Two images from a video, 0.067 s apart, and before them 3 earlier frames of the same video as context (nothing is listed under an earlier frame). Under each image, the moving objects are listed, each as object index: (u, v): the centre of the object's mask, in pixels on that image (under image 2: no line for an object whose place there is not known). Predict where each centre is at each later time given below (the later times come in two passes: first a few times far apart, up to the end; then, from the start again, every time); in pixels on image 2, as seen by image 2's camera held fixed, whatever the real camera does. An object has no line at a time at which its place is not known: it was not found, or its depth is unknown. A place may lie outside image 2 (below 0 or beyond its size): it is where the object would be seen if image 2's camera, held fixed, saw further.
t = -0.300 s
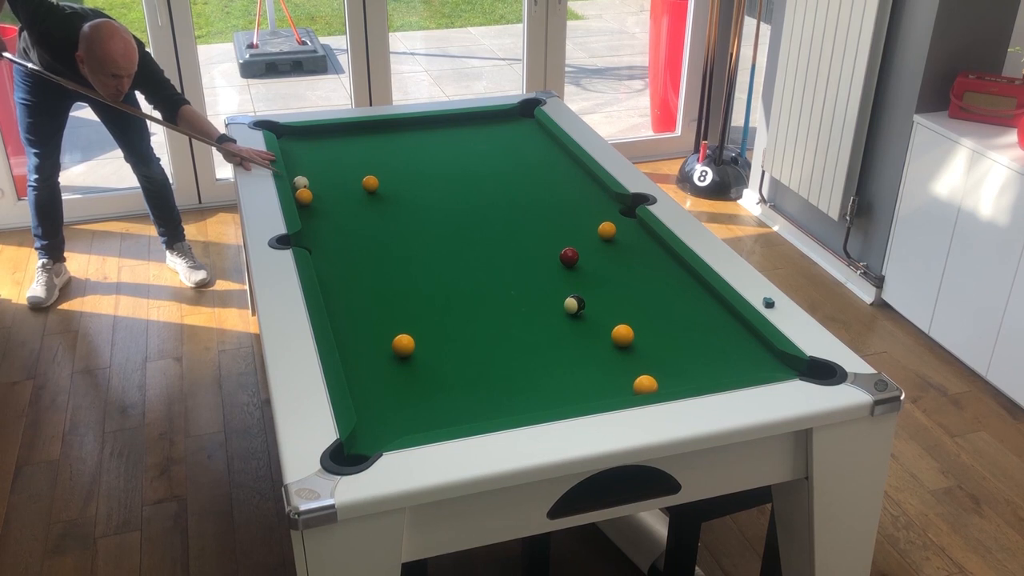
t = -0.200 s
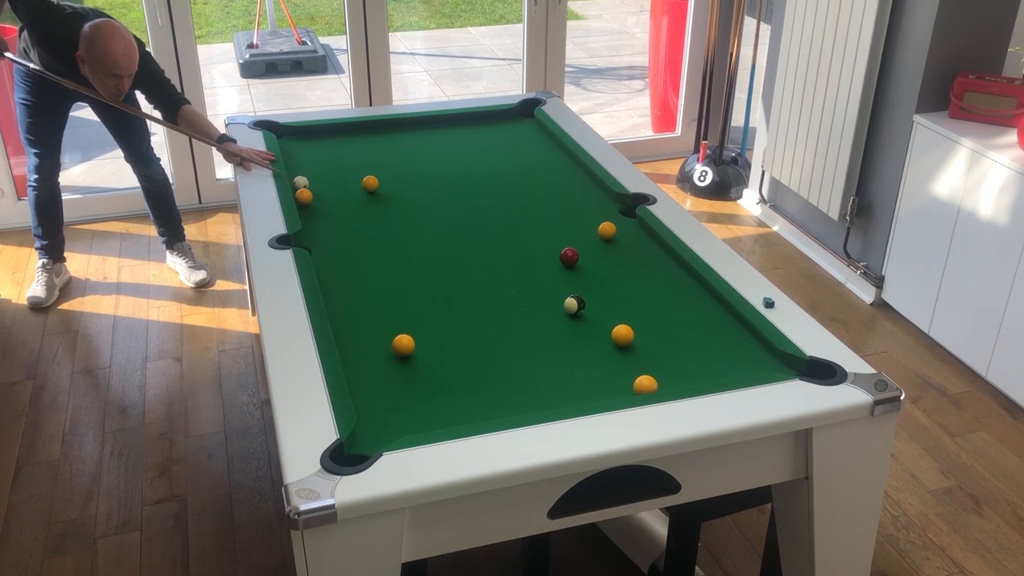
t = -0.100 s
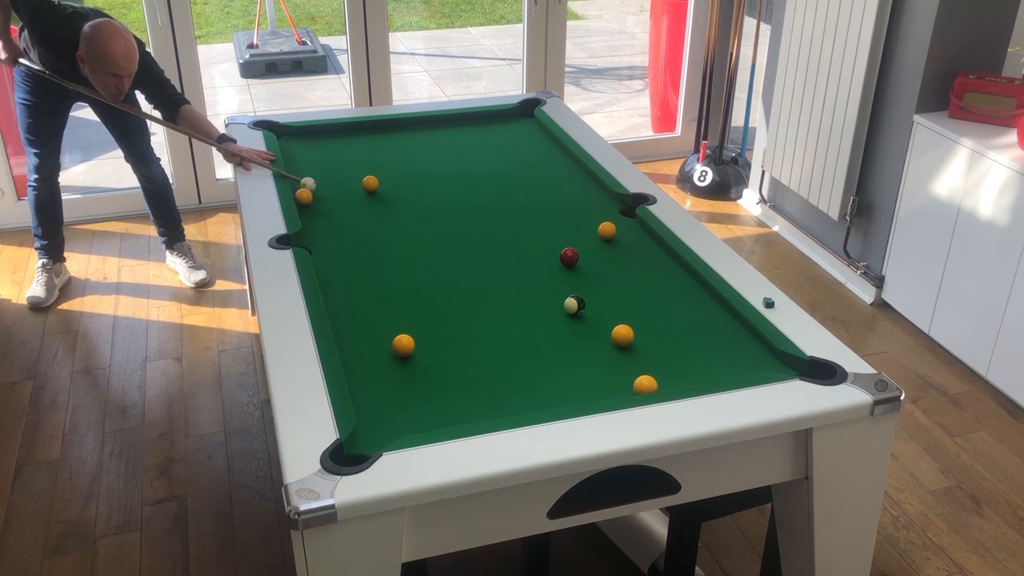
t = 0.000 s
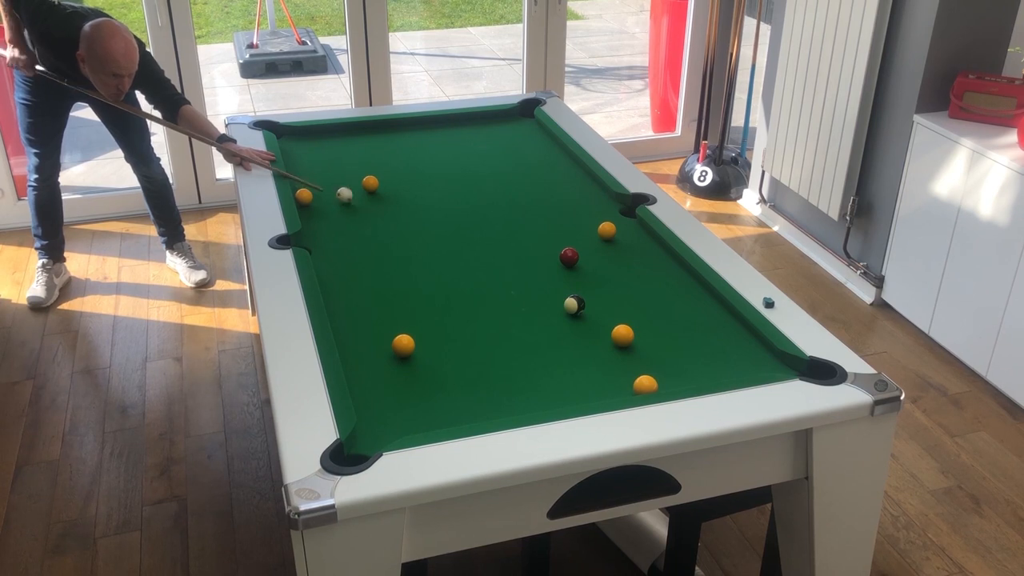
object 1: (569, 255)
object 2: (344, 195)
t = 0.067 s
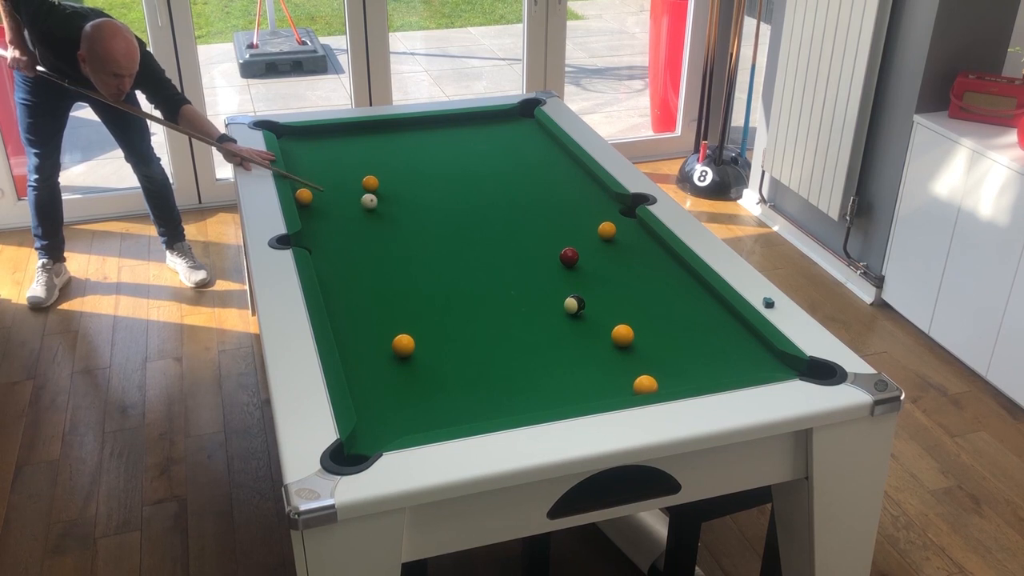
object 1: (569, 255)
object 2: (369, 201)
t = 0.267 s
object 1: (569, 255)
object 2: (445, 222)
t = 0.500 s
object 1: (569, 256)
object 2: (541, 246)
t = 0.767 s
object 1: (618, 283)
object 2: (596, 244)
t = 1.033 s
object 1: (671, 311)
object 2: (644, 239)
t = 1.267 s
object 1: (721, 337)
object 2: (630, 241)
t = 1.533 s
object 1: (782, 366)
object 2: (604, 245)
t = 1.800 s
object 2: (580, 249)
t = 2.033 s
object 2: (561, 253)
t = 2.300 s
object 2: (541, 256)
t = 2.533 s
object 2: (524, 258)
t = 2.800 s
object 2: (507, 260)
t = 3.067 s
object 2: (492, 262)
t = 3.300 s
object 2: (481, 263)
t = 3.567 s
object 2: (470, 264)
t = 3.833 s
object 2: (461, 266)
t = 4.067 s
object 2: (456, 267)
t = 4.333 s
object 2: (451, 267)
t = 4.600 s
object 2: (448, 267)
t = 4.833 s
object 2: (447, 268)
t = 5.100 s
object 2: (447, 268)
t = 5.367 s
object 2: (447, 268)
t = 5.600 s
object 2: (447, 268)
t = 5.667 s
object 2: (447, 268)
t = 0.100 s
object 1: (569, 255)
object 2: (381, 205)
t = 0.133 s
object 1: (569, 255)
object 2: (394, 208)
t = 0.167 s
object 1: (569, 255)
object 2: (406, 211)
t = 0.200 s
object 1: (569, 255)
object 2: (419, 214)
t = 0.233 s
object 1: (569, 255)
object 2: (433, 218)
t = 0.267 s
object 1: (569, 255)
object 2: (445, 222)
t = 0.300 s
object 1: (569, 255)
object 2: (459, 225)
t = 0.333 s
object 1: (569, 255)
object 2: (472, 229)
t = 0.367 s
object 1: (569, 255)
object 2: (486, 232)
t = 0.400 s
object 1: (569, 255)
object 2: (499, 236)
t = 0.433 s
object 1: (569, 255)
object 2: (513, 239)
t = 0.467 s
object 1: (569, 255)
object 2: (527, 243)
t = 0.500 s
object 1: (569, 256)
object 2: (541, 246)
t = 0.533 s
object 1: (569, 255)
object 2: (555, 250)
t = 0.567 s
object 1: (577, 260)
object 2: (561, 249)
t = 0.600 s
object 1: (585, 264)
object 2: (566, 247)
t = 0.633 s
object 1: (592, 268)
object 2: (572, 246)
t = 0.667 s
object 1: (599, 272)
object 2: (578, 246)
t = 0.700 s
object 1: (605, 276)
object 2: (584, 245)
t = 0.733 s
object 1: (611, 279)
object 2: (590, 244)
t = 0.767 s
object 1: (618, 283)
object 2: (596, 244)
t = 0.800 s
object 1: (624, 286)
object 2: (602, 243)
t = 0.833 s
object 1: (631, 289)
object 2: (608, 243)
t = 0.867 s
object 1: (637, 293)
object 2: (614, 242)
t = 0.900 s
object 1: (644, 296)
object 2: (620, 241)
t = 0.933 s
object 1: (651, 300)
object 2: (626, 241)
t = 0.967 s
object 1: (657, 304)
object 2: (632, 240)
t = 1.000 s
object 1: (664, 307)
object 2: (638, 240)
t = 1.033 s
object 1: (671, 311)
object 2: (644, 239)
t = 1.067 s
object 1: (678, 315)
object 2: (649, 239)
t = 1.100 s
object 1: (685, 318)
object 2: (647, 239)
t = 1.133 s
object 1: (692, 322)
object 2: (643, 239)
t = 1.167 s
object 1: (699, 326)
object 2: (640, 240)
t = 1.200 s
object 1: (707, 330)
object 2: (637, 240)
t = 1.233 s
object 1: (714, 333)
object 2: (633, 241)
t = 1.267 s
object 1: (721, 337)
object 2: (630, 241)
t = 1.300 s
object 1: (728, 341)
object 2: (627, 242)
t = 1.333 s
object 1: (736, 345)
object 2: (623, 243)
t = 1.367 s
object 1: (743, 349)
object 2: (620, 243)
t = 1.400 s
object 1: (751, 353)
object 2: (617, 244)
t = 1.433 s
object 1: (758, 357)
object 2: (614, 244)
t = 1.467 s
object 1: (766, 361)
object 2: (610, 245)
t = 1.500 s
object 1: (774, 364)
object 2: (607, 245)
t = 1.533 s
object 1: (782, 366)
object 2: (604, 245)
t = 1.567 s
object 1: (789, 367)
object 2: (601, 246)
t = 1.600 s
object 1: (796, 368)
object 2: (598, 247)
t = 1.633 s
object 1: (803, 371)
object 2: (595, 247)
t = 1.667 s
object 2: (592, 248)
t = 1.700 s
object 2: (589, 248)
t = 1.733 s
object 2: (586, 248)
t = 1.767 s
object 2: (583, 249)
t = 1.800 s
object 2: (580, 249)
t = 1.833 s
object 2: (577, 250)
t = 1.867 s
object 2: (575, 250)
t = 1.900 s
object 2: (572, 251)
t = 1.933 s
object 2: (569, 251)
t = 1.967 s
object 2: (566, 252)
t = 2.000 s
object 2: (564, 252)
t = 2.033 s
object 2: (561, 253)
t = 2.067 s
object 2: (558, 253)
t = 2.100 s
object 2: (556, 253)
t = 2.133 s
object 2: (553, 254)
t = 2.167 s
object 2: (550, 254)
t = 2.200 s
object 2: (548, 254)
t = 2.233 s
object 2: (545, 255)
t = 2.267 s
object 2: (543, 255)
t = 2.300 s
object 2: (541, 256)
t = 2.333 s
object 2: (538, 256)
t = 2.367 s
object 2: (536, 256)
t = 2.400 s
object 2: (534, 256)
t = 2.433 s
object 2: (531, 257)
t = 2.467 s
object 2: (529, 257)
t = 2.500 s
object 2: (527, 257)
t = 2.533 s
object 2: (524, 258)
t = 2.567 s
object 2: (522, 258)
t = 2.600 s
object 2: (520, 258)
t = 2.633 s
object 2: (518, 259)
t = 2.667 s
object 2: (516, 259)
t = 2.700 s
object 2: (513, 259)
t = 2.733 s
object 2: (512, 260)
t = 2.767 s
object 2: (509, 260)
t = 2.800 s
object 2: (507, 260)
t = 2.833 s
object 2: (505, 260)
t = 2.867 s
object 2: (503, 260)
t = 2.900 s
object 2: (501, 261)
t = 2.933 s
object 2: (500, 261)
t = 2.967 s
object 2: (498, 261)
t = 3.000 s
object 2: (496, 261)
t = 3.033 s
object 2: (494, 262)
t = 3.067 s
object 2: (492, 262)
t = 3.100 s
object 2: (491, 262)
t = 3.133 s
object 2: (489, 262)
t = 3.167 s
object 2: (487, 262)
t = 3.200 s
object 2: (486, 263)
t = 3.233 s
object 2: (484, 263)
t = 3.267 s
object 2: (483, 263)
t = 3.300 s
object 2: (481, 263)
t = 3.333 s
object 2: (480, 263)
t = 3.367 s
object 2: (478, 264)
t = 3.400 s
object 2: (477, 264)
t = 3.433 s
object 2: (475, 264)
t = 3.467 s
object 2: (474, 264)
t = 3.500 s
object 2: (473, 264)
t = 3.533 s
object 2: (471, 264)
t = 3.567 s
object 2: (470, 264)
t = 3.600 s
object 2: (469, 265)
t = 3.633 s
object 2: (468, 265)
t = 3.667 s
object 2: (466, 265)
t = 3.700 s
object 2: (465, 265)
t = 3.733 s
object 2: (465, 265)
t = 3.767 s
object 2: (463, 266)
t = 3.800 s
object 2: (462, 266)
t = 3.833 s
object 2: (461, 266)
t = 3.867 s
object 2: (461, 266)
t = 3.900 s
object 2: (460, 266)
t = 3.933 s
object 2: (459, 266)
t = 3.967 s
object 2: (458, 266)
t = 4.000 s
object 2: (457, 266)
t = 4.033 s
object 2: (456, 266)
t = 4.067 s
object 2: (456, 267)
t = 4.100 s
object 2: (455, 267)
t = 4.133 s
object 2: (454, 267)
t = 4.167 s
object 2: (453, 267)
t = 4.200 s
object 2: (453, 267)
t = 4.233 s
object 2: (452, 267)
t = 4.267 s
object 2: (452, 267)
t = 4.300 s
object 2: (451, 267)
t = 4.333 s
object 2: (451, 267)
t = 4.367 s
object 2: (450, 267)
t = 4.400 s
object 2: (450, 267)
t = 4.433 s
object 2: (449, 267)
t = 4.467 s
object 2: (449, 267)
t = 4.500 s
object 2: (449, 267)
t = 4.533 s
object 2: (448, 267)
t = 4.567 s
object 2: (448, 267)
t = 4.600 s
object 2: (448, 267)
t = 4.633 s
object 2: (447, 267)
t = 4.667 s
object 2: (447, 267)
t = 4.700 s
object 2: (447, 268)
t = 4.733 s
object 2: (447, 268)
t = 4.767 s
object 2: (447, 268)
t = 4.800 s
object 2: (447, 268)
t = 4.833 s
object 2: (447, 268)
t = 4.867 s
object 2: (447, 268)
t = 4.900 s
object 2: (447, 268)
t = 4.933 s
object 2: (447, 268)
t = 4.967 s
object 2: (447, 268)
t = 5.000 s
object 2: (447, 268)
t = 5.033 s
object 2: (447, 268)
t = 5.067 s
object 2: (447, 268)
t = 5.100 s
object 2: (447, 268)
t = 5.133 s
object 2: (447, 268)
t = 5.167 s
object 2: (447, 268)
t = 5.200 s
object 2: (447, 268)
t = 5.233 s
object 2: (447, 268)
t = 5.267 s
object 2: (447, 268)
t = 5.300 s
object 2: (447, 268)
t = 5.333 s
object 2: (447, 268)
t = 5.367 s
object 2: (447, 268)
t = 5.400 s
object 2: (447, 268)
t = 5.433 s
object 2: (447, 268)
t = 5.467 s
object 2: (447, 268)
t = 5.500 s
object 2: (447, 268)
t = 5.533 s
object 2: (447, 268)
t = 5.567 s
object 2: (447, 268)
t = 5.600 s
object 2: (447, 268)
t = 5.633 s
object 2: (447, 268)
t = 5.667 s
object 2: (447, 268)
